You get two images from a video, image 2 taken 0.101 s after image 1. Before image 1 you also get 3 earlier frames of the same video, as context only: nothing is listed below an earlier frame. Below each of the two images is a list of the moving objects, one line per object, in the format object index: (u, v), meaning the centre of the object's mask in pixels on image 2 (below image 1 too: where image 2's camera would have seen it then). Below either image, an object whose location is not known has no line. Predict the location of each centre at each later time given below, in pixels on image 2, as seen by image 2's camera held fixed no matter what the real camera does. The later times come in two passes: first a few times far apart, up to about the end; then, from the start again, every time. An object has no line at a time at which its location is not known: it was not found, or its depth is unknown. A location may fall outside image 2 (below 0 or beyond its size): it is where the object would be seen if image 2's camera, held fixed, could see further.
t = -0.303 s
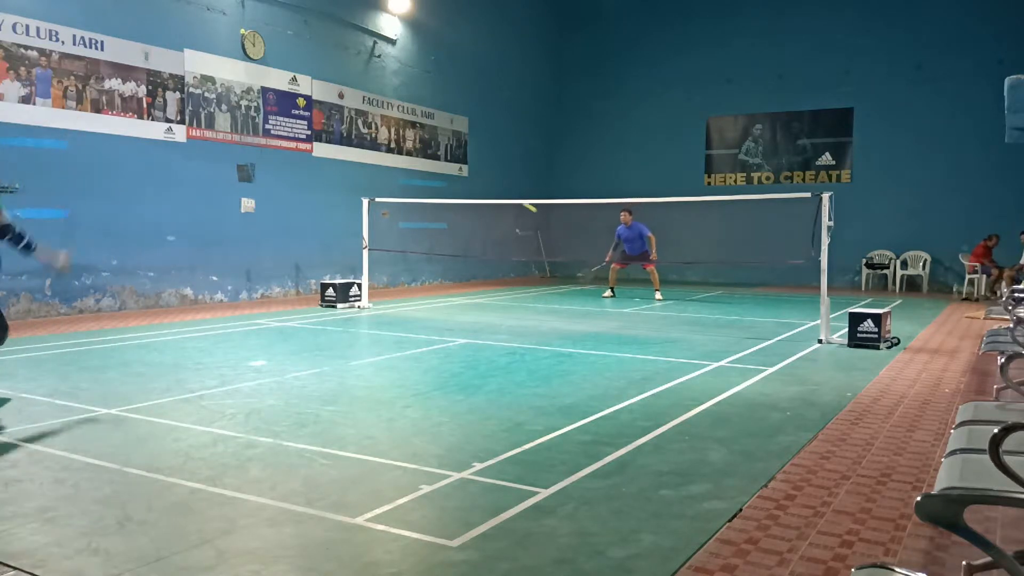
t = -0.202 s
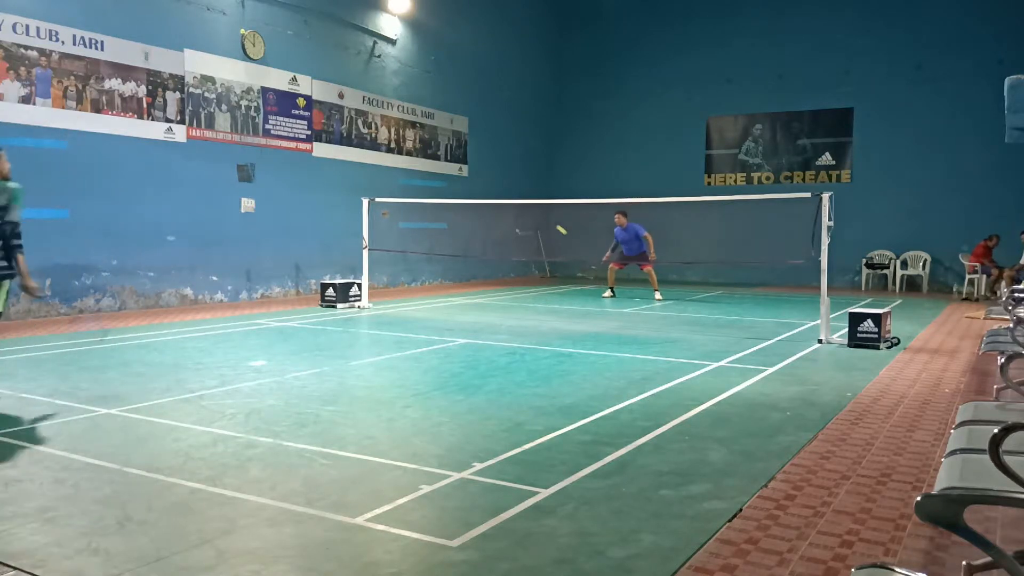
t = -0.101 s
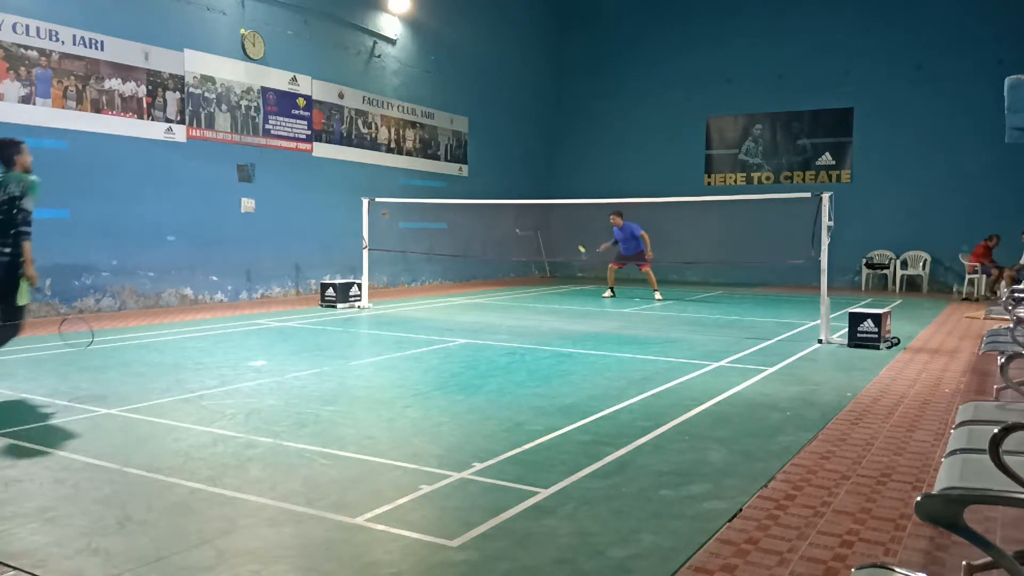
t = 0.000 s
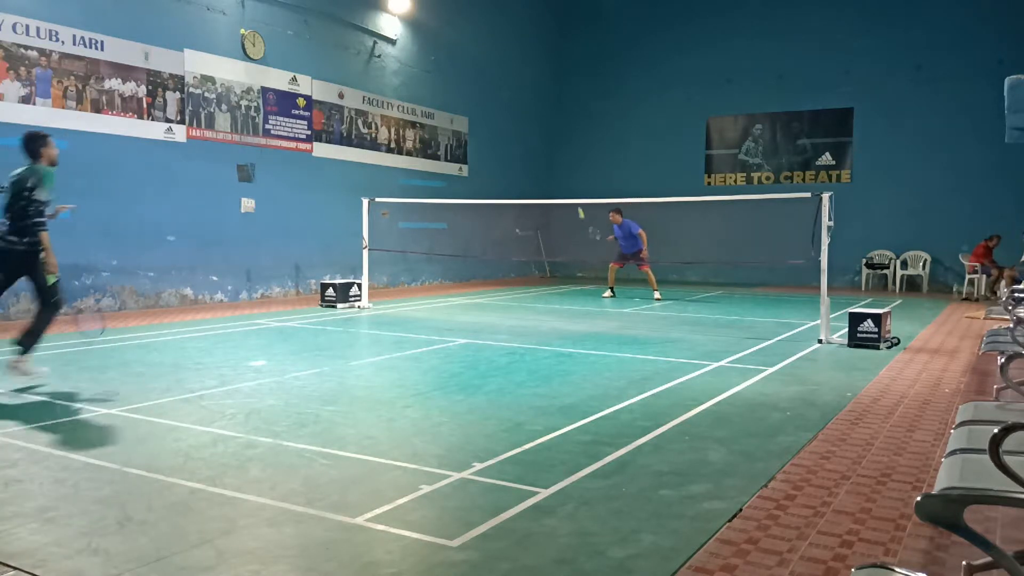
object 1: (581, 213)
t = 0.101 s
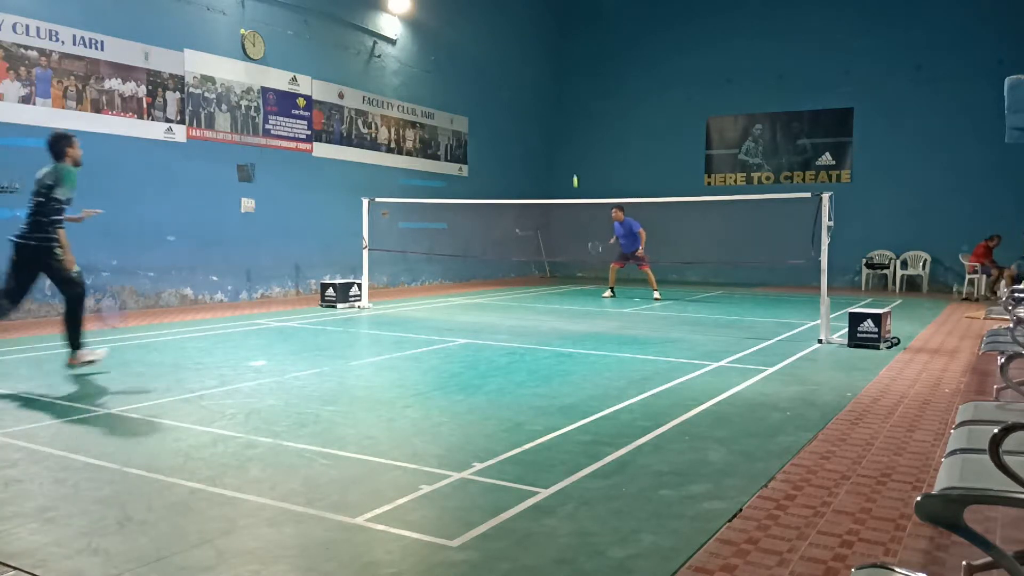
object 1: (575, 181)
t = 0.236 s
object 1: (569, 149)
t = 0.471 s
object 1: (559, 123)
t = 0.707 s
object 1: (547, 138)
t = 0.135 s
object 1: (574, 171)
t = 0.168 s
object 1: (573, 163)
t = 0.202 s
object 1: (571, 155)
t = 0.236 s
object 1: (569, 149)
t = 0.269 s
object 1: (567, 143)
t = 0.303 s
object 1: (566, 138)
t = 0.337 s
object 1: (565, 133)
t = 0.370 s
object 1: (563, 129)
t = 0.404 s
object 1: (562, 126)
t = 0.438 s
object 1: (560, 124)
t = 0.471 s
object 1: (559, 123)
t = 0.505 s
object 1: (557, 123)
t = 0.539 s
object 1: (555, 123)
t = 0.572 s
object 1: (554, 124)
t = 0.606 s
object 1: (552, 126)
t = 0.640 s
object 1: (550, 129)
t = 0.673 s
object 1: (549, 134)
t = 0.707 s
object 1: (547, 138)
